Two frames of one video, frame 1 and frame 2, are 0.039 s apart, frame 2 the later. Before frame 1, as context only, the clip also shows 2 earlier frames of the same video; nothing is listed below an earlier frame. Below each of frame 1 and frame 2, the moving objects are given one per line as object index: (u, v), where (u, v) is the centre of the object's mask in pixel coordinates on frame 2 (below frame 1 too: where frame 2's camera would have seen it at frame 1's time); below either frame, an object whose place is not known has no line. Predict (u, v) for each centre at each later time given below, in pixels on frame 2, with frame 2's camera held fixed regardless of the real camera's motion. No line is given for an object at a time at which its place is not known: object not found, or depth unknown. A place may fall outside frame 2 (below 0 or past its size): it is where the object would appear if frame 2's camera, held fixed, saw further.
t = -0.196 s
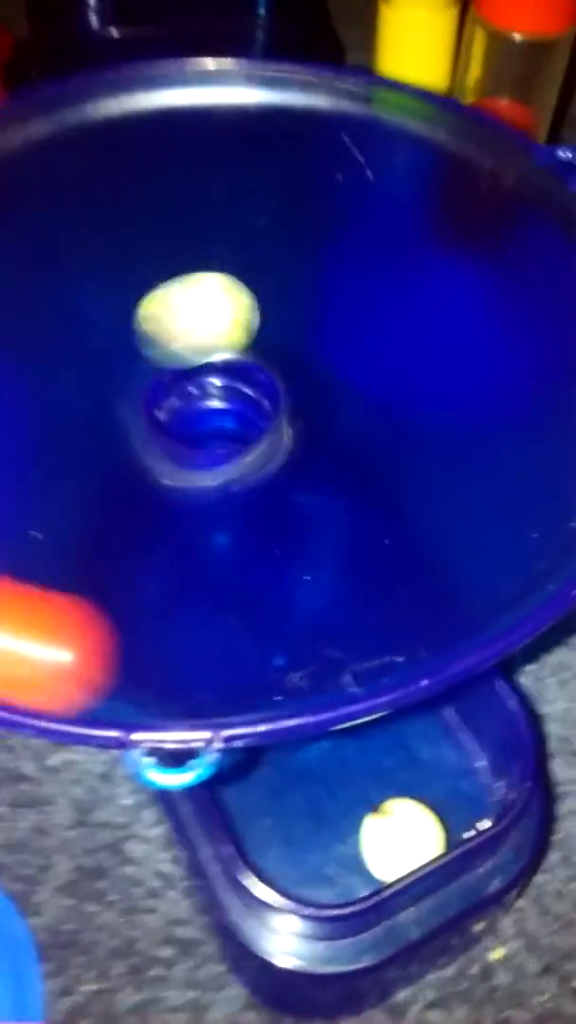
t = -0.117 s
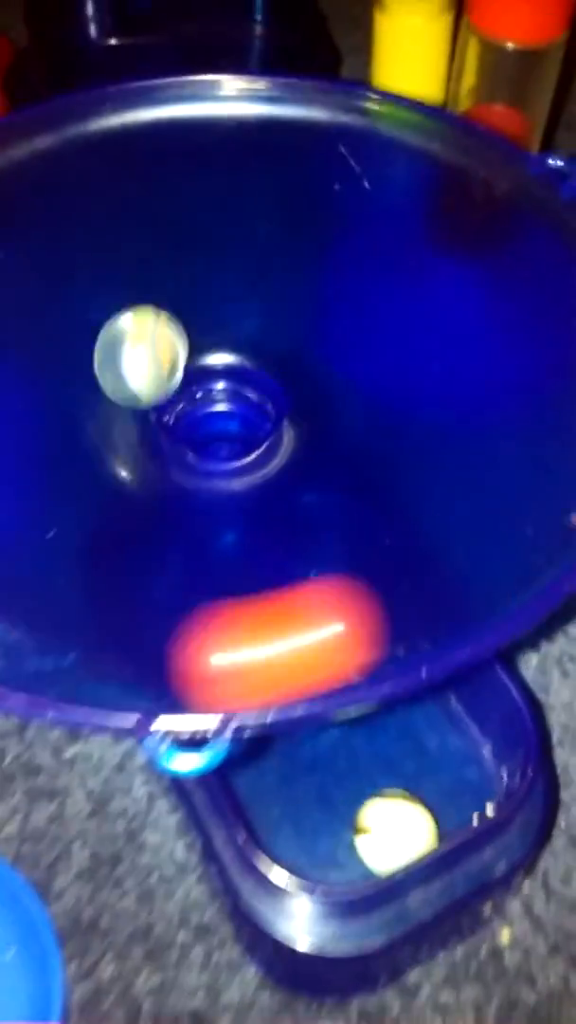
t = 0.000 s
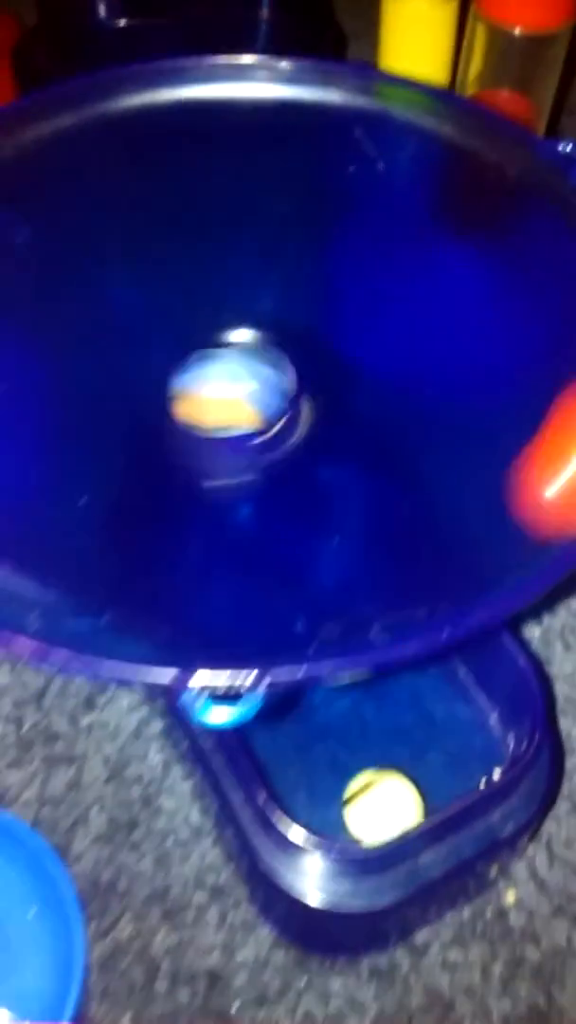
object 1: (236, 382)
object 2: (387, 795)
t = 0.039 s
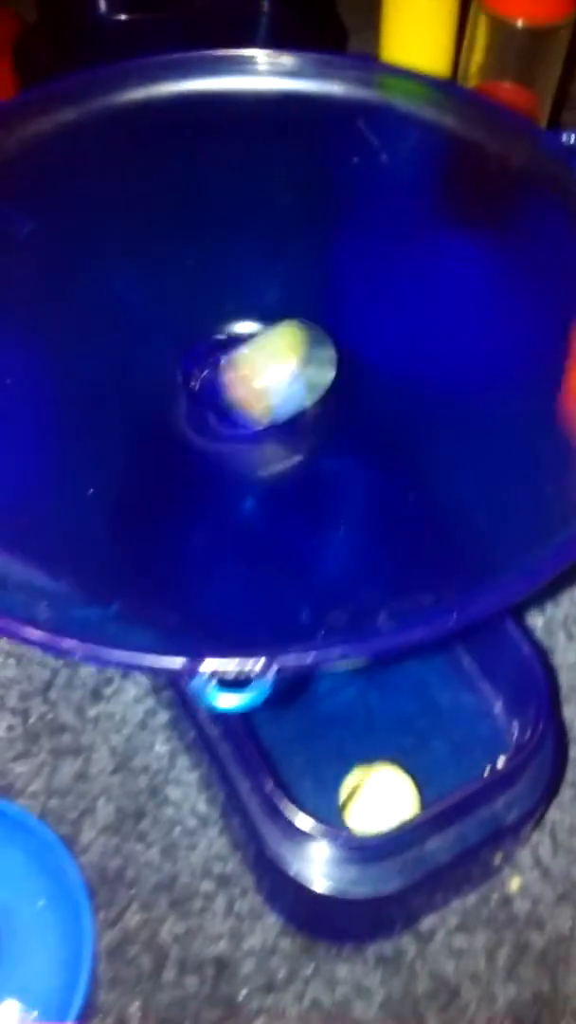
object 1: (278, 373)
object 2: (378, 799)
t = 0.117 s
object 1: (310, 325)
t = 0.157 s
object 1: (288, 302)
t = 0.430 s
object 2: (327, 797)
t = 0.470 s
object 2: (332, 799)
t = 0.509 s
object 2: (339, 801)
